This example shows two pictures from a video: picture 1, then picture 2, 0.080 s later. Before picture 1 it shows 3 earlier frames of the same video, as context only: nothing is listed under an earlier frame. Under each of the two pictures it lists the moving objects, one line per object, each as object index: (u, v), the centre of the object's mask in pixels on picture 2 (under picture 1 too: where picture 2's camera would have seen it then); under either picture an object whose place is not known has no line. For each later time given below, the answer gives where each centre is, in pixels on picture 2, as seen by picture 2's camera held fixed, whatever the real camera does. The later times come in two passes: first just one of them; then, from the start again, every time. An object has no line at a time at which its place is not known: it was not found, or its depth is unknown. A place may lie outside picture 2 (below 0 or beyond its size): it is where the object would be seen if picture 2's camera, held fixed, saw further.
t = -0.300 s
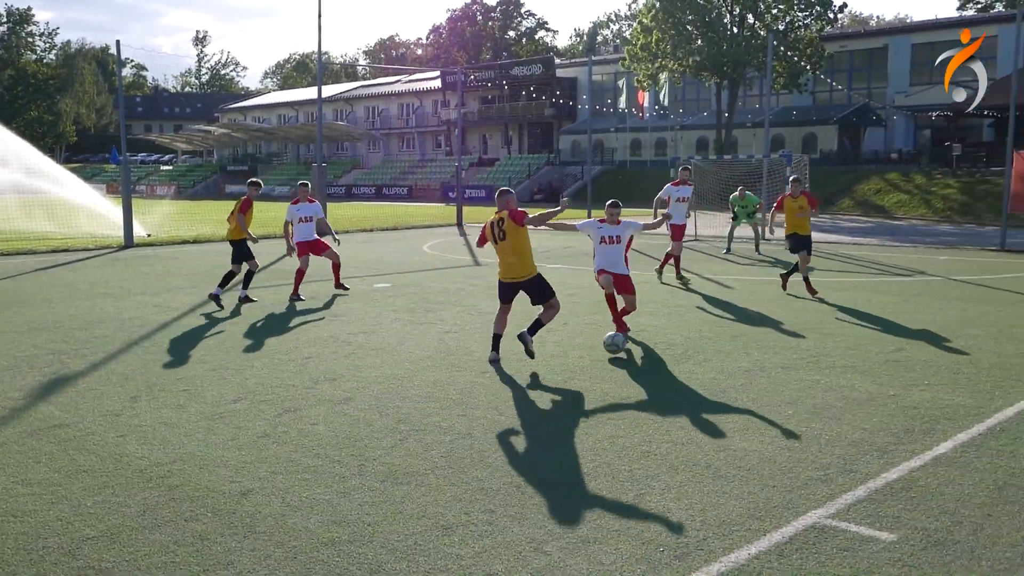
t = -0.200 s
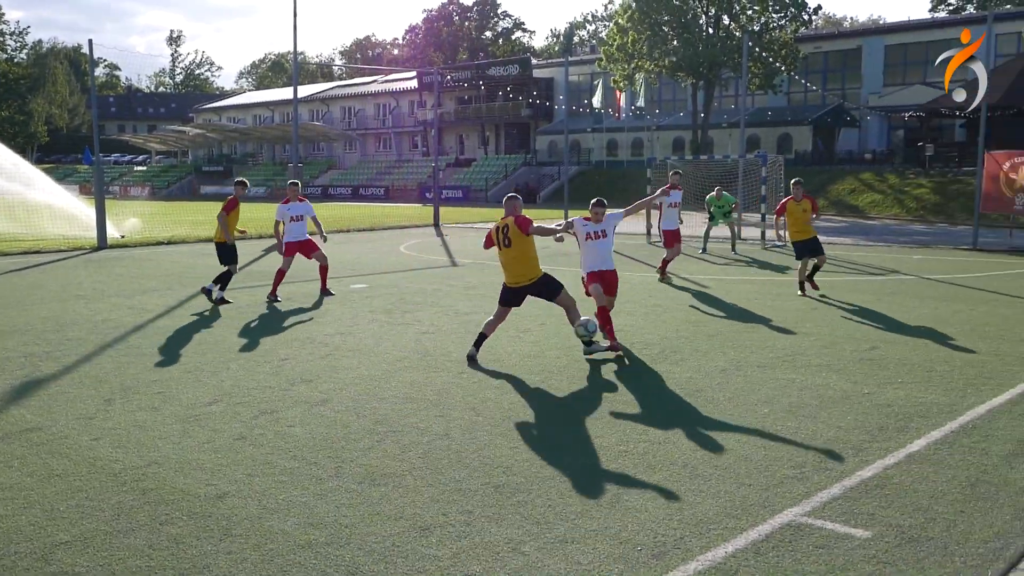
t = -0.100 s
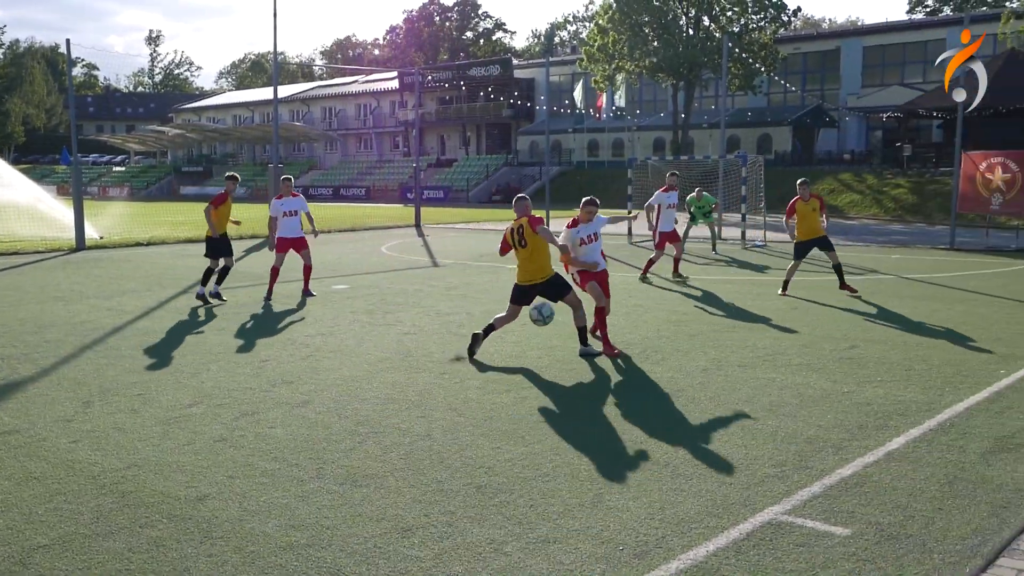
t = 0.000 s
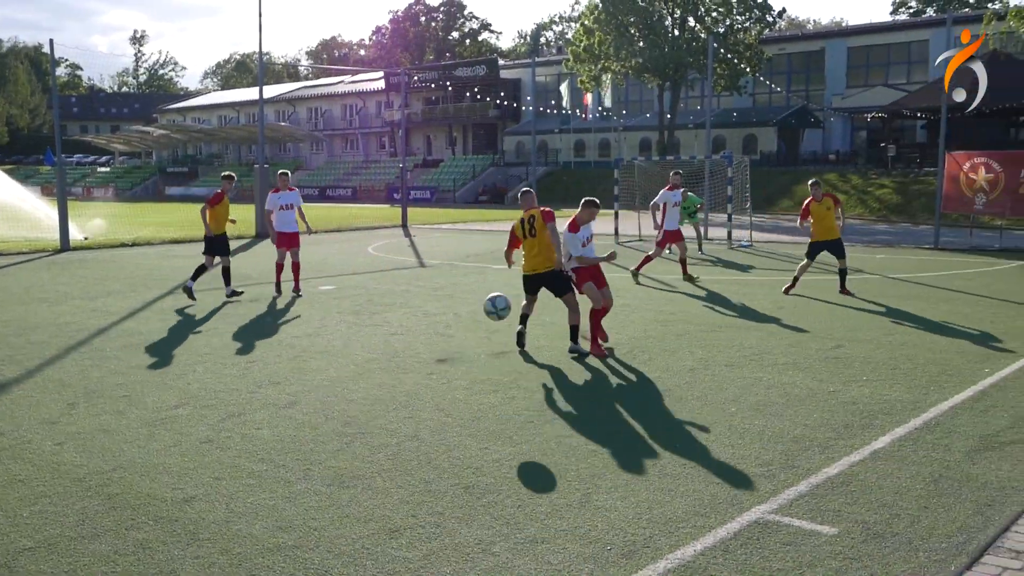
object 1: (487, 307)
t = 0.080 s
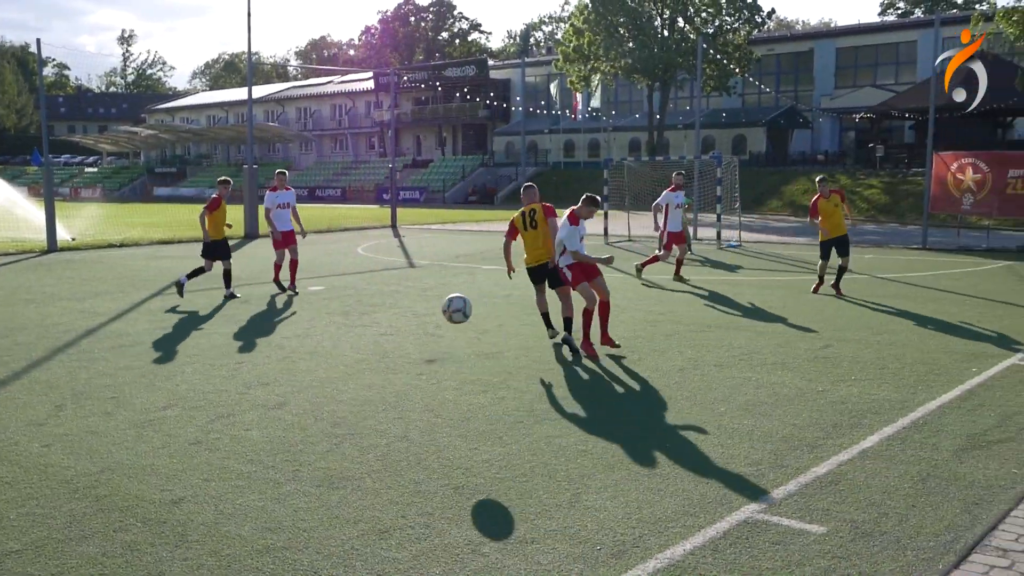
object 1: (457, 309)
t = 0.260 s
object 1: (368, 346)
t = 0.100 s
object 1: (449, 311)
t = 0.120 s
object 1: (439, 313)
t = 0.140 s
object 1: (431, 315)
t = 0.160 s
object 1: (421, 319)
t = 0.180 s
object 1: (412, 323)
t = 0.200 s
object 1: (401, 328)
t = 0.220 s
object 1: (391, 333)
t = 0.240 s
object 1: (380, 339)
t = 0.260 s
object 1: (368, 346)
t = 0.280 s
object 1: (356, 355)
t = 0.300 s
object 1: (344, 363)
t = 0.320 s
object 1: (330, 373)
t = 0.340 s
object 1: (317, 384)
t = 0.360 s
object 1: (303, 396)
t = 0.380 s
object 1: (288, 409)
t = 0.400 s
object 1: (272, 423)
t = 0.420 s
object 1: (256, 439)
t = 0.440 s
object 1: (239, 455)
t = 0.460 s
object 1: (221, 474)
